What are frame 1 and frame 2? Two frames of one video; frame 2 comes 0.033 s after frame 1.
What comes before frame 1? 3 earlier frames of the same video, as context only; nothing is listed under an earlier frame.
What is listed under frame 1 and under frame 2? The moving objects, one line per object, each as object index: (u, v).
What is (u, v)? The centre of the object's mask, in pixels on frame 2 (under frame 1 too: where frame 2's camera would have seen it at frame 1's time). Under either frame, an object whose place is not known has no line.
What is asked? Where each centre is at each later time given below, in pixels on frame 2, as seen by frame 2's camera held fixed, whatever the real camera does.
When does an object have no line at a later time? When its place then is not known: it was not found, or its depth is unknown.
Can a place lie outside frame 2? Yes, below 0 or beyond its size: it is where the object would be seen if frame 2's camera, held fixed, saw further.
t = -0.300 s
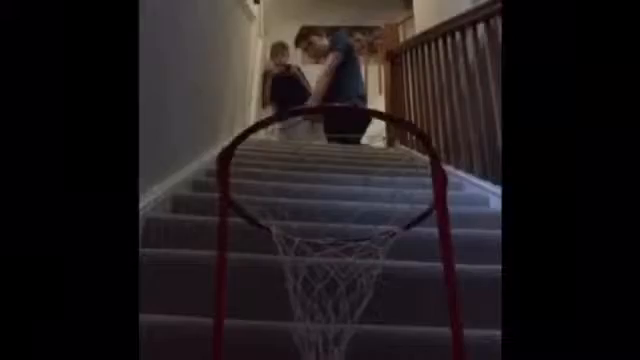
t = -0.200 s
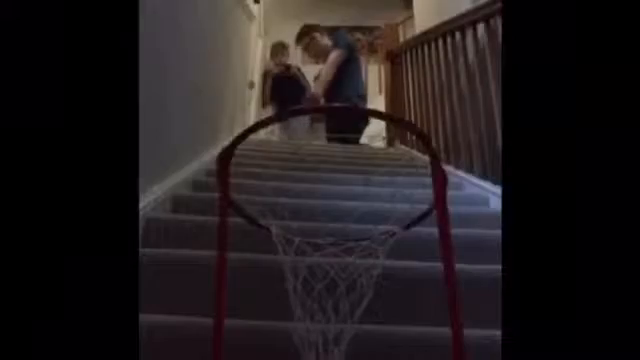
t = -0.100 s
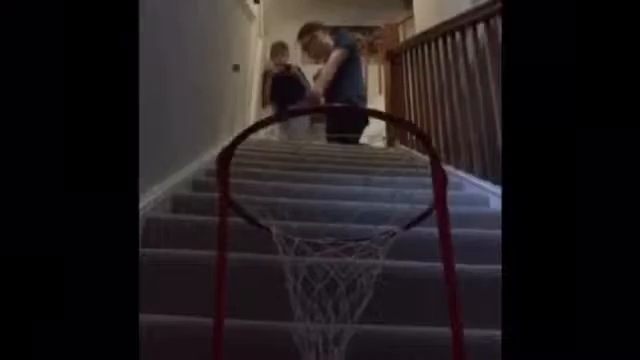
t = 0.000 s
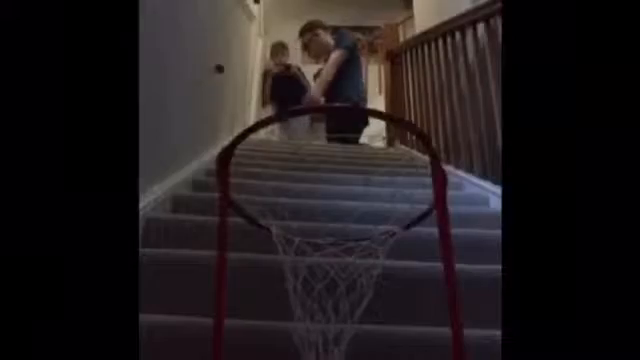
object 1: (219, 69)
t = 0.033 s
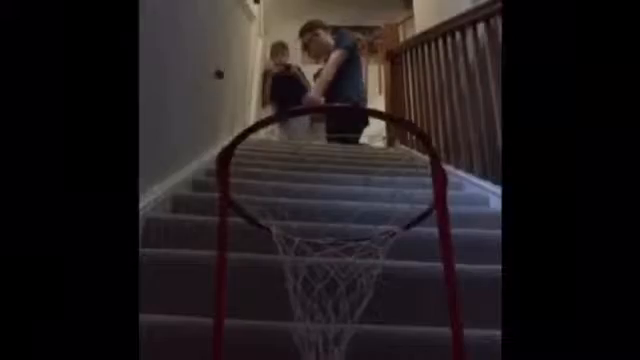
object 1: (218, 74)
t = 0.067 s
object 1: (218, 84)
